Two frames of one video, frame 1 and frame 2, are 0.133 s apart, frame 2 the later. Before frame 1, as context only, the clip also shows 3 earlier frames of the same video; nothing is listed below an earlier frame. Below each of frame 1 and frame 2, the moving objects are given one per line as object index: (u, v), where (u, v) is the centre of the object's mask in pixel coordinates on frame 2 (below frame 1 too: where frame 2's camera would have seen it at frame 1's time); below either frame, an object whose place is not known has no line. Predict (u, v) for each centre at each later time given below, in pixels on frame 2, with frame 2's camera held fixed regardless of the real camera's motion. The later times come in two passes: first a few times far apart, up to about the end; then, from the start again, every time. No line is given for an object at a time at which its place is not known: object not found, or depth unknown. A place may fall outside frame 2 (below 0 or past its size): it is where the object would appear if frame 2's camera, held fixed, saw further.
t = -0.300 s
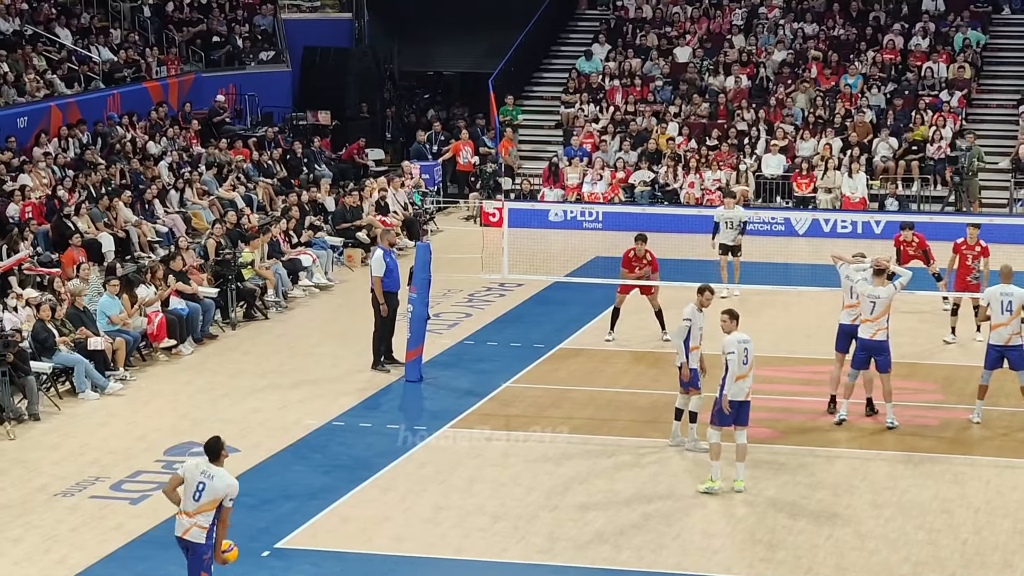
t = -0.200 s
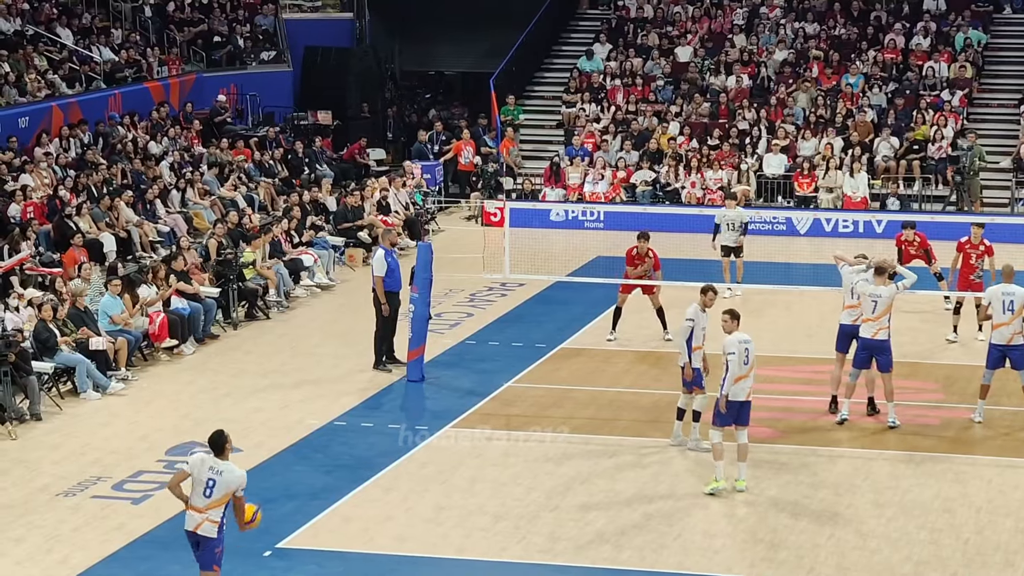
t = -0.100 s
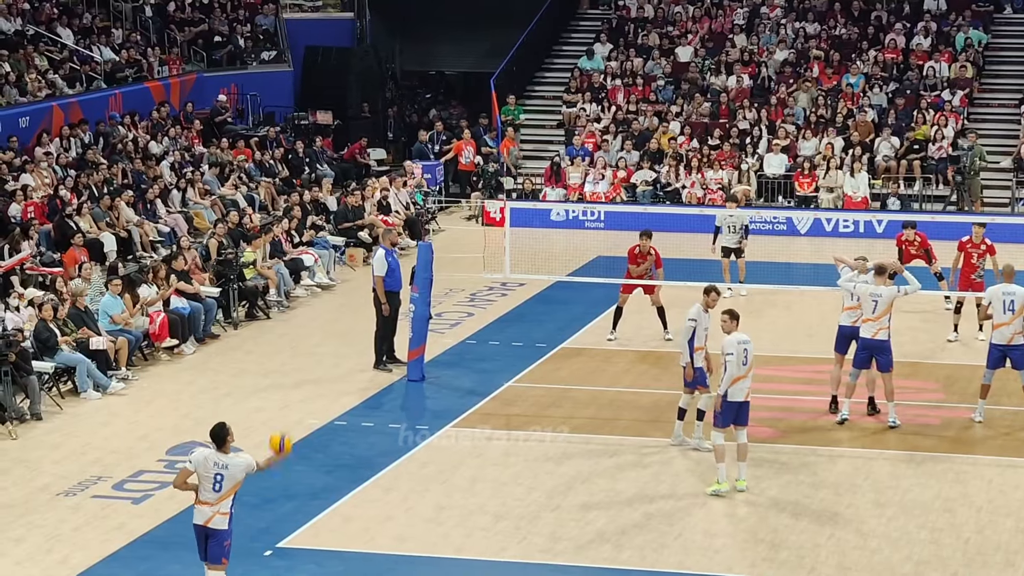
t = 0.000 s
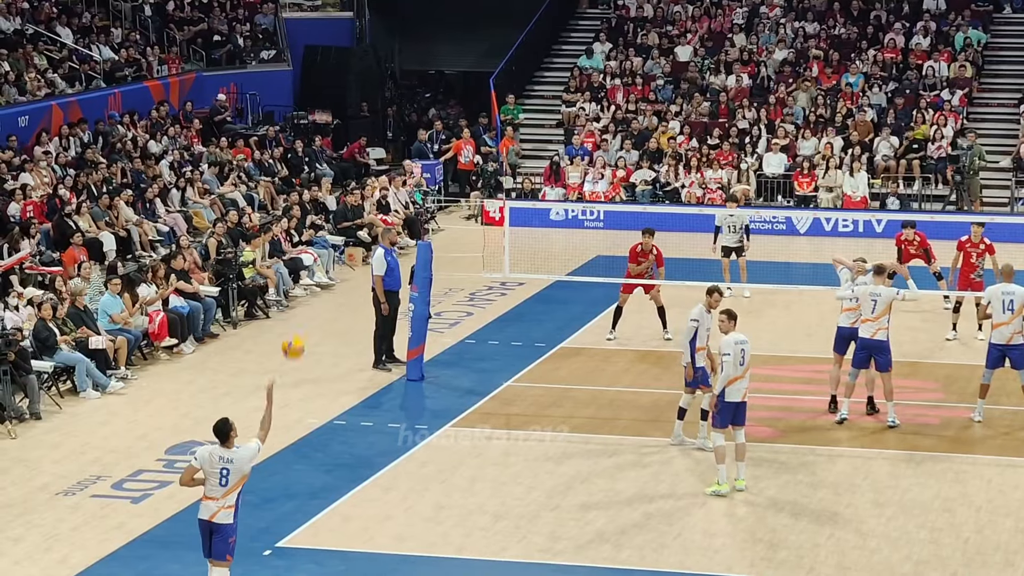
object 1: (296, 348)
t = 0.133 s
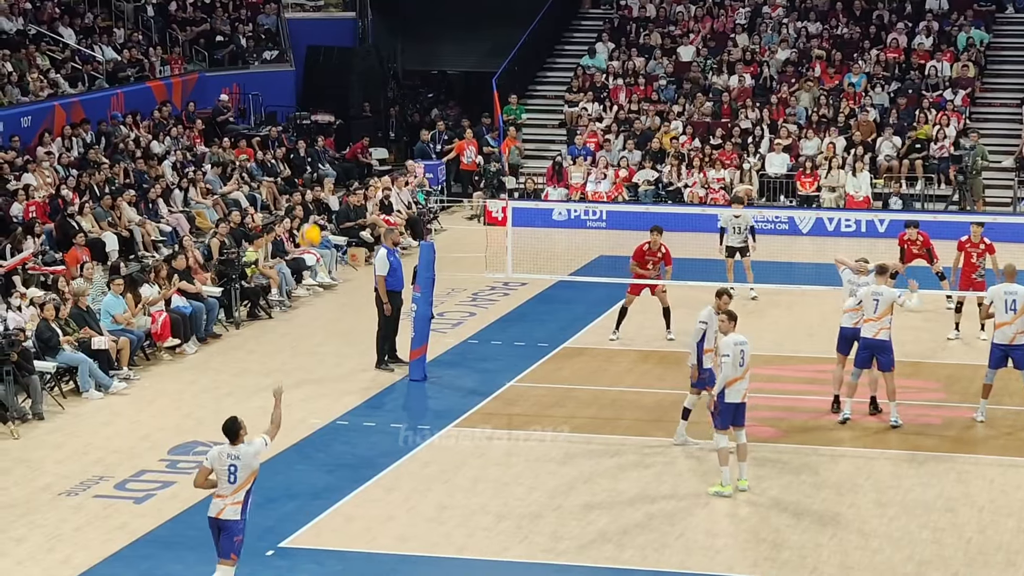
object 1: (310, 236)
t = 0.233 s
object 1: (320, 165)
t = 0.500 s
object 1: (348, 31)
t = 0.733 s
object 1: (373, -17)
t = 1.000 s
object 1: (399, -12)
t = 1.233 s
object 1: (423, 57)
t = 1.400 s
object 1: (440, 137)
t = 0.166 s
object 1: (314, 211)
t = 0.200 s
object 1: (316, 188)
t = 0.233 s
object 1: (320, 165)
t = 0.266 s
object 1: (323, 144)
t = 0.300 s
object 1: (327, 125)
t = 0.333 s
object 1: (331, 105)
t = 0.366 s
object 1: (334, 88)
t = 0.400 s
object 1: (337, 72)
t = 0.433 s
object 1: (341, 57)
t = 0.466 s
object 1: (344, 43)
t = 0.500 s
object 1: (348, 31)
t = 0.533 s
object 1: (351, 20)
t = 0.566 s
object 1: (355, 10)
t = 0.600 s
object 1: (358, 1)
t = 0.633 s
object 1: (362, -6)
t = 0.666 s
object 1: (365, -11)
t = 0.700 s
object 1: (369, -14)
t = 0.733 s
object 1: (373, -17)
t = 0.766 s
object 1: (376, -18)
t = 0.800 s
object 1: (379, -21)
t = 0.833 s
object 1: (383, -23)
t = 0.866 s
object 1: (386, -26)
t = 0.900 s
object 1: (390, -25)
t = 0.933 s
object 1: (393, -22)
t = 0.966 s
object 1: (396, -17)
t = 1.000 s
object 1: (399, -12)
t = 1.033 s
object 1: (403, -6)
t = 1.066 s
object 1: (406, 2)
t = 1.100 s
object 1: (410, 11)
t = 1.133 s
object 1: (413, 21)
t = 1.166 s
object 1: (417, 32)
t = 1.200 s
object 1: (420, 44)
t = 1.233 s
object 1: (423, 57)
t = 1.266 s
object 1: (427, 71)
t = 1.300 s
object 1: (430, 86)
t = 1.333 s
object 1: (433, 102)
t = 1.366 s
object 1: (436, 119)
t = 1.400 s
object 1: (440, 137)
